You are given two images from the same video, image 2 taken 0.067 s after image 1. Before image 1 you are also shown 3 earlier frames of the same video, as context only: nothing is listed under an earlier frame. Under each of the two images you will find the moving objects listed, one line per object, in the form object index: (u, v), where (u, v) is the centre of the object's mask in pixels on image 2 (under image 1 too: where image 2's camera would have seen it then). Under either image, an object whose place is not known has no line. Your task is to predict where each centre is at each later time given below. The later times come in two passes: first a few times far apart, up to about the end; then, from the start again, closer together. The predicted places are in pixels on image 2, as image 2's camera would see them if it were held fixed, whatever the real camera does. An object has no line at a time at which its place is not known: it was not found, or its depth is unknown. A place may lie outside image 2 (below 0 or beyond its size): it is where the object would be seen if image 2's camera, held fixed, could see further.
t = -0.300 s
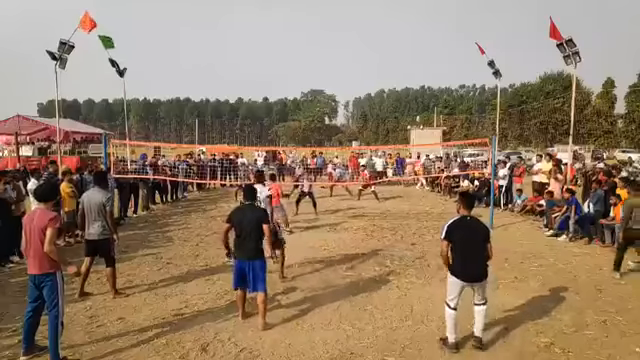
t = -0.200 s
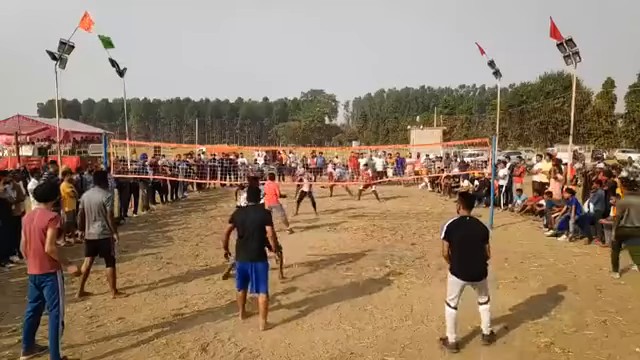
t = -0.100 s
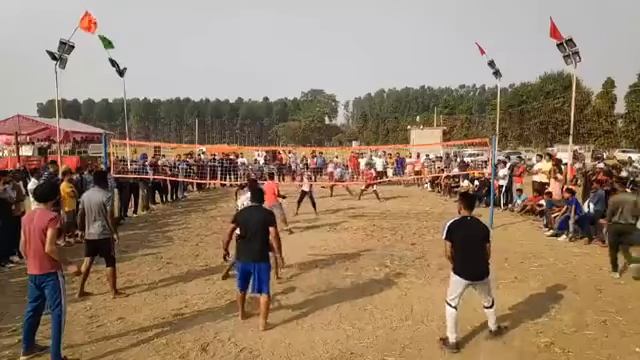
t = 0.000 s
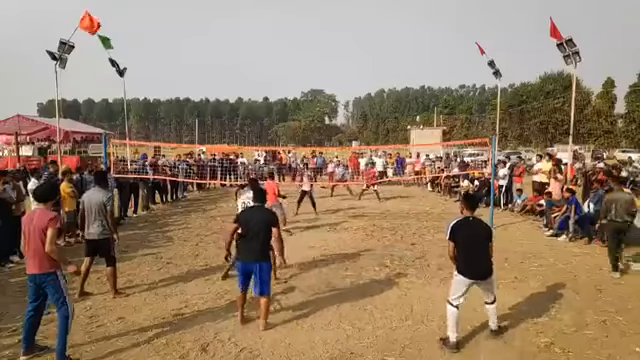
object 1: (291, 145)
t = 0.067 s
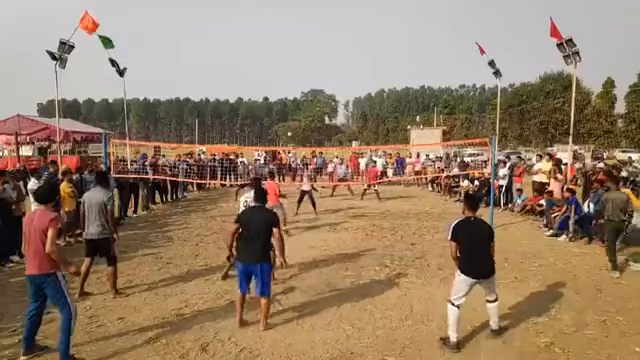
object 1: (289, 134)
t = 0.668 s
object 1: (268, 45)
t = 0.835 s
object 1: (259, 34)
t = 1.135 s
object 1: (239, 40)
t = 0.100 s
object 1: (289, 127)
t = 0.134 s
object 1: (288, 121)
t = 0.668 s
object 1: (268, 45)
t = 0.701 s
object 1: (267, 42)
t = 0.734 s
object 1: (265, 39)
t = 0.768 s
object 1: (263, 37)
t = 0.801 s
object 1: (261, 35)
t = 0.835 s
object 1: (259, 34)
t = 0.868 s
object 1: (258, 32)
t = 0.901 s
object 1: (255, 32)
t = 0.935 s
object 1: (253, 32)
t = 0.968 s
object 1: (251, 32)
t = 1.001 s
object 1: (249, 32)
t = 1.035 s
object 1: (247, 34)
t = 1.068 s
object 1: (244, 35)
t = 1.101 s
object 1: (242, 38)
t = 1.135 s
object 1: (239, 40)
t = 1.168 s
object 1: (237, 44)
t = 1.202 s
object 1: (233, 47)
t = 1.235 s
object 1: (231, 52)
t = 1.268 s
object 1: (228, 58)
